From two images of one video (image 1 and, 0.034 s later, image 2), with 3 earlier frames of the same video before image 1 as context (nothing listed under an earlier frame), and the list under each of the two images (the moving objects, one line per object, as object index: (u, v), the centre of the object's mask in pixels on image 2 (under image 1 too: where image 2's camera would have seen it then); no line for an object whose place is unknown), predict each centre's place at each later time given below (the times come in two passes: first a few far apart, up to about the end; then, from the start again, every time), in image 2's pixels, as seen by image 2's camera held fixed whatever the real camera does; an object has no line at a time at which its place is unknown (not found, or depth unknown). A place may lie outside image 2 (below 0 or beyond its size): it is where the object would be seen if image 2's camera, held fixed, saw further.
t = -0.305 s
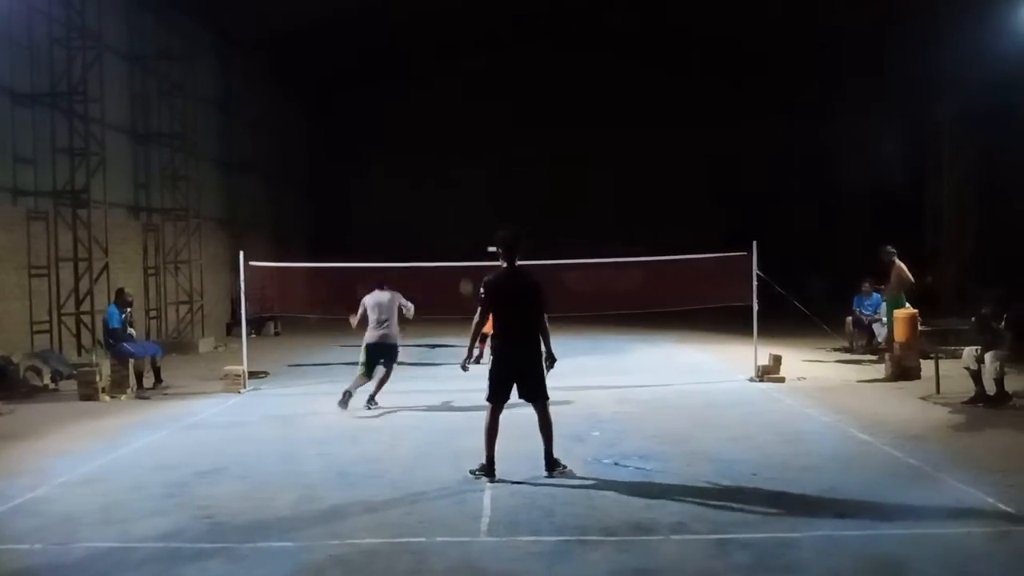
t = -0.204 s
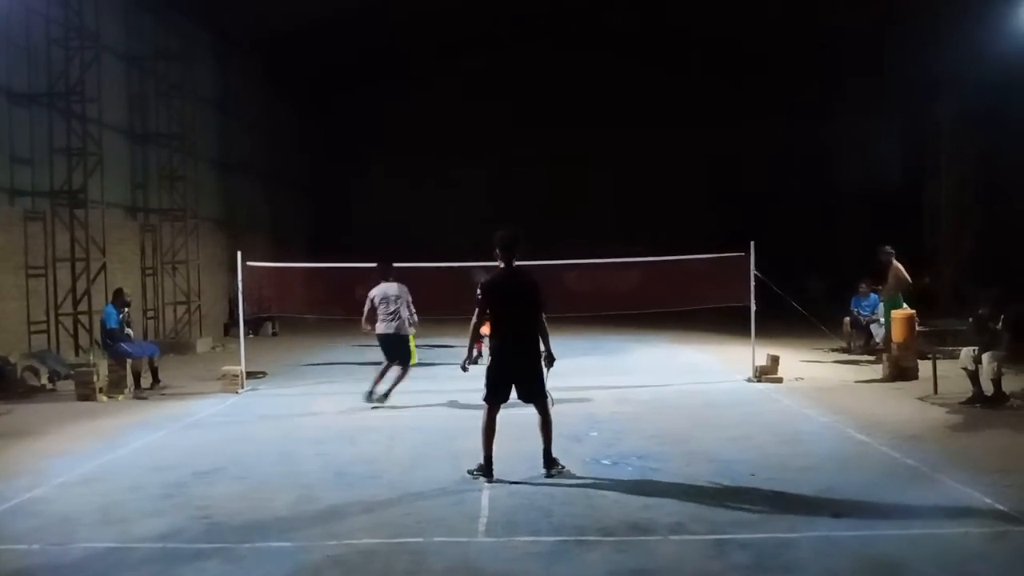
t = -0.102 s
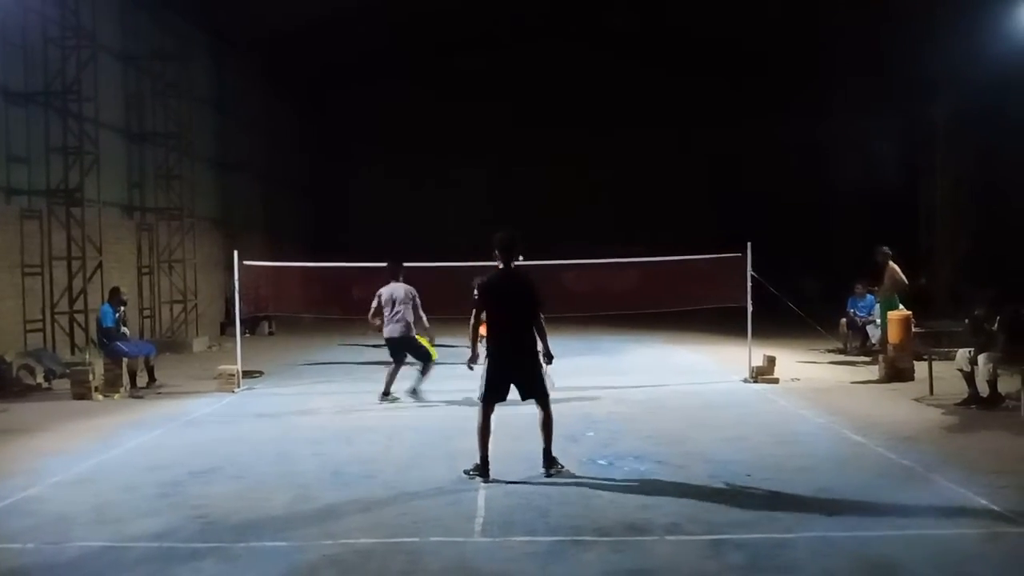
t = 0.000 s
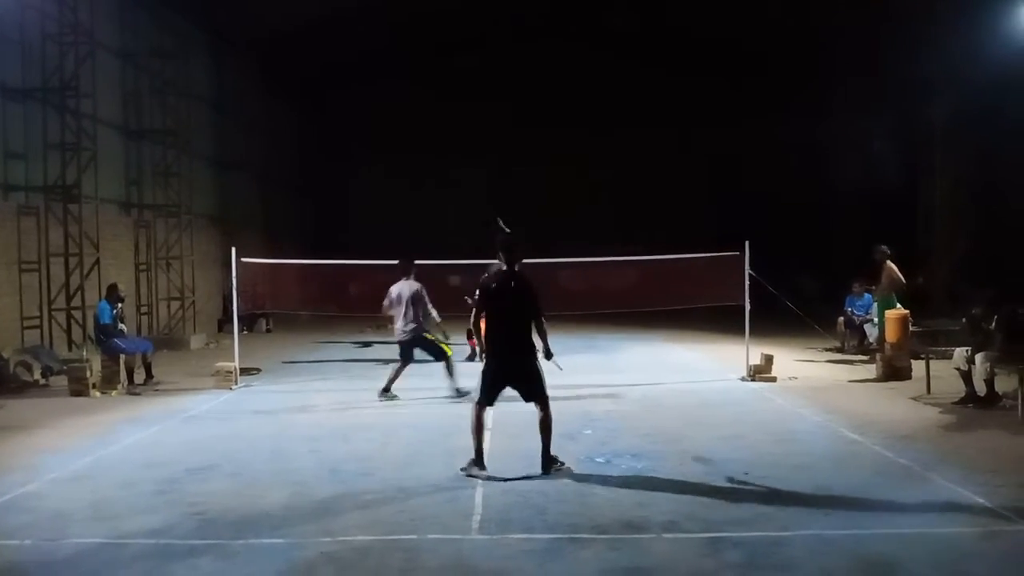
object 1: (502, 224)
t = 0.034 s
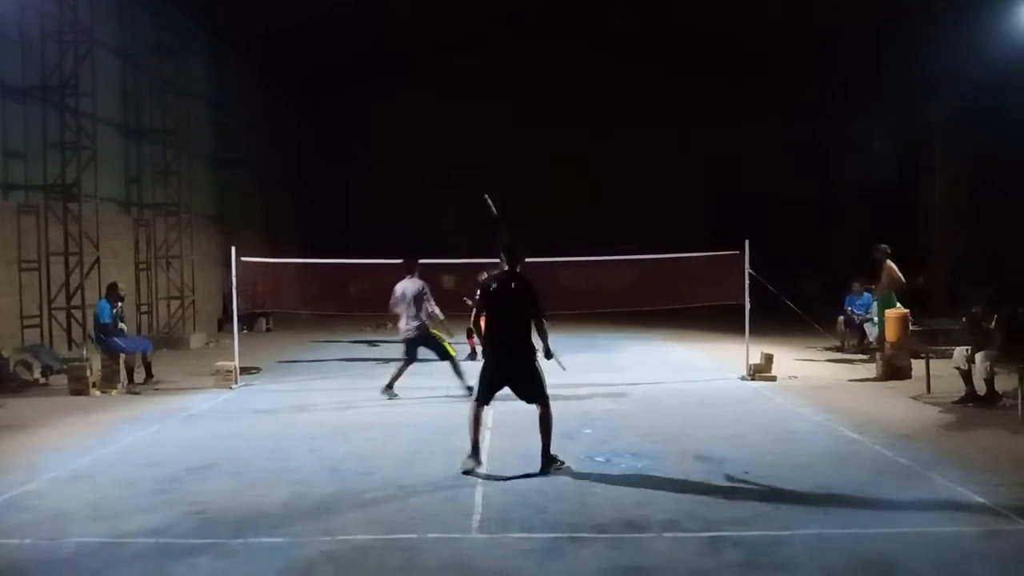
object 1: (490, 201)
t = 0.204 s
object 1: (430, 116)
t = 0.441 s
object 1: (360, 57)
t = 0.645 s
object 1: (306, 49)
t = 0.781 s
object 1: (271, 68)
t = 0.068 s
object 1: (477, 181)
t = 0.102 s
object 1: (464, 162)
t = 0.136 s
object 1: (451, 143)
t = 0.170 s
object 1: (440, 129)
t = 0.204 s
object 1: (430, 116)
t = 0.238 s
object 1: (420, 104)
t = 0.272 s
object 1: (408, 93)
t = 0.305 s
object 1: (398, 84)
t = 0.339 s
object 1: (389, 75)
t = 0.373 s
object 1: (379, 68)
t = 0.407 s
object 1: (369, 61)
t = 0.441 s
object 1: (360, 57)
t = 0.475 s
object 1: (352, 54)
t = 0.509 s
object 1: (342, 50)
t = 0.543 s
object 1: (333, 49)
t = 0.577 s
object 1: (324, 48)
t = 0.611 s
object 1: (315, 48)
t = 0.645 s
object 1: (306, 49)
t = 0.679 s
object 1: (297, 53)
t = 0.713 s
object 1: (288, 57)
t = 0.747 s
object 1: (279, 62)
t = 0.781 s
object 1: (271, 68)
